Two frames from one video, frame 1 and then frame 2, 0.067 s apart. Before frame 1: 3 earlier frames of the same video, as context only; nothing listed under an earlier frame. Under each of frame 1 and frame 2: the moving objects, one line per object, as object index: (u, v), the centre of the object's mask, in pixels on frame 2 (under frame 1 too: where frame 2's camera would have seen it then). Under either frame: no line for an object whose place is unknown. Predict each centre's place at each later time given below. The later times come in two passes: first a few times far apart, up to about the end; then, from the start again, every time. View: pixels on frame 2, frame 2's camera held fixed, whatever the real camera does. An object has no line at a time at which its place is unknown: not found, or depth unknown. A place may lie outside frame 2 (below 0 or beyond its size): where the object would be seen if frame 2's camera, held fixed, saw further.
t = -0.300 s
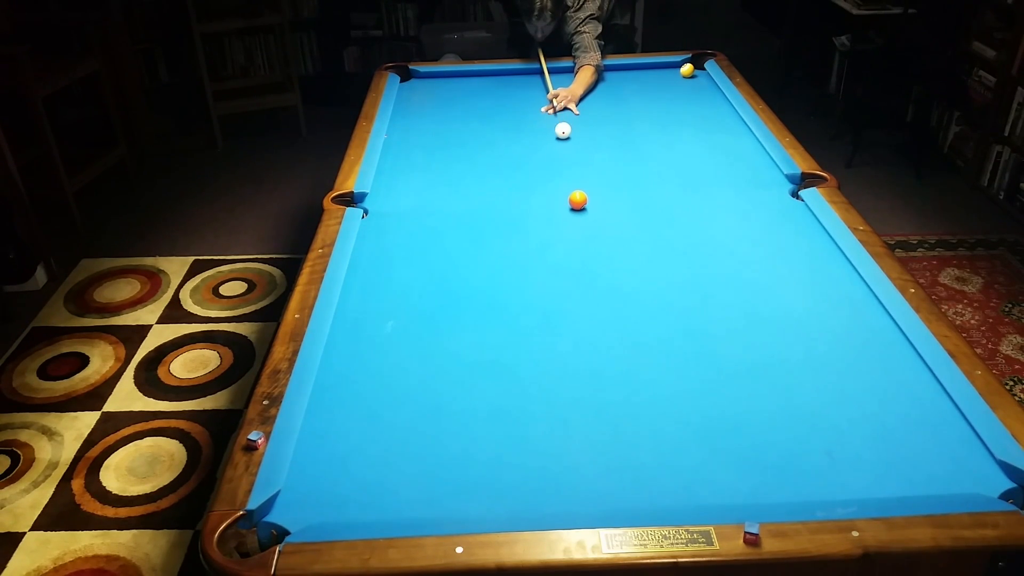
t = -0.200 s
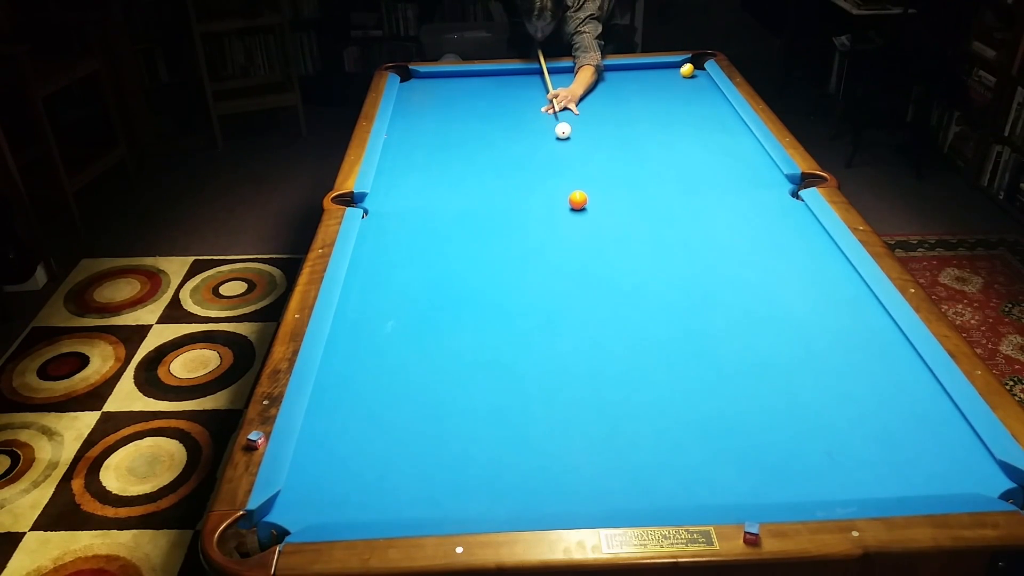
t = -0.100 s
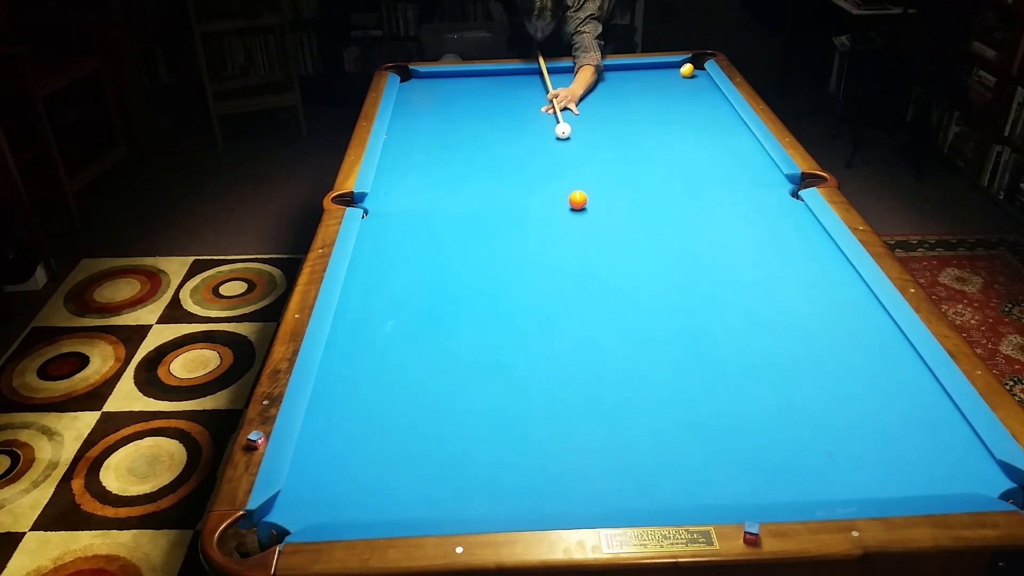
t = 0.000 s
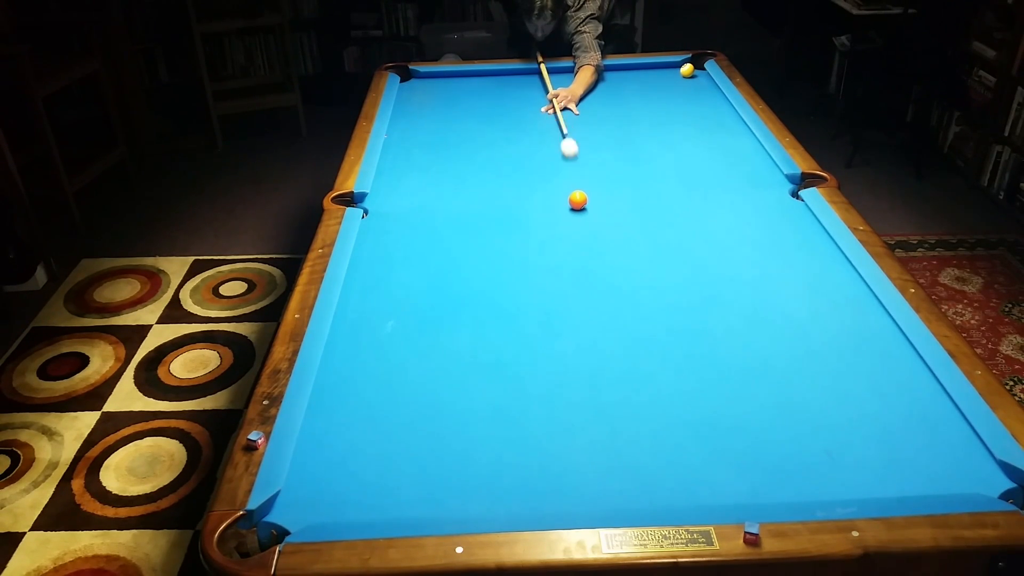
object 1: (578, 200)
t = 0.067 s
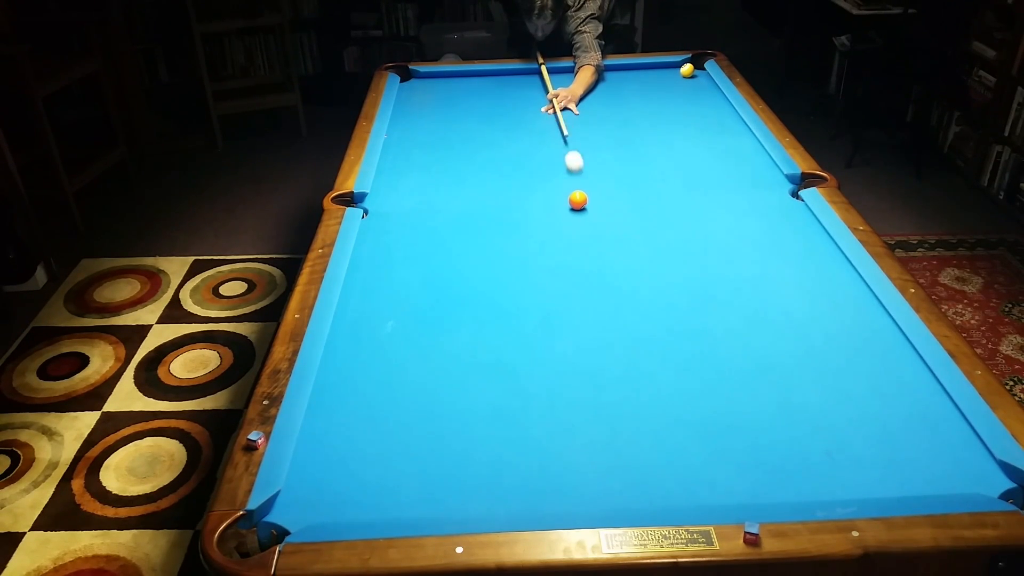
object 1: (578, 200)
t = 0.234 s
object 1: (572, 207)
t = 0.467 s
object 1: (537, 244)
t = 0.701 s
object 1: (501, 283)
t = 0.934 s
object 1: (459, 329)
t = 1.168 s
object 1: (410, 381)
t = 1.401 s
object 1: (352, 443)
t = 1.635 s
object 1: (283, 515)
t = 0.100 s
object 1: (578, 200)
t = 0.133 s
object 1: (578, 200)
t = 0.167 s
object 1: (578, 200)
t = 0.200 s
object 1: (577, 201)
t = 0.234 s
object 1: (572, 207)
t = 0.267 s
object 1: (566, 213)
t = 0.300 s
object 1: (561, 219)
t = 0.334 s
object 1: (556, 224)
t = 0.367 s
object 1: (552, 229)
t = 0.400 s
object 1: (547, 234)
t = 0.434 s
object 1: (542, 239)
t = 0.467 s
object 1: (537, 244)
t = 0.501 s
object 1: (533, 249)
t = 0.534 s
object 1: (528, 255)
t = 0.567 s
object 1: (522, 260)
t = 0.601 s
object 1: (517, 266)
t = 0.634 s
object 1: (512, 271)
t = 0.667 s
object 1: (507, 277)
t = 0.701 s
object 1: (501, 283)
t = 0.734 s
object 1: (496, 289)
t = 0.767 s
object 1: (490, 295)
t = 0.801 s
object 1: (484, 302)
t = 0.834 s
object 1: (478, 308)
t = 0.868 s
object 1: (472, 315)
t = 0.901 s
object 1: (465, 322)
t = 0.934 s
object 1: (459, 329)
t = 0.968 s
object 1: (453, 336)
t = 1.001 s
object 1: (446, 343)
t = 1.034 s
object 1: (439, 350)
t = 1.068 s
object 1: (433, 357)
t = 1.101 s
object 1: (425, 365)
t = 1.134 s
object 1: (418, 373)
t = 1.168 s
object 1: (410, 381)
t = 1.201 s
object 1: (402, 389)
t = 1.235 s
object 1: (395, 397)
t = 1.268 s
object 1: (387, 406)
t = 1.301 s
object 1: (378, 415)
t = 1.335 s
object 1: (369, 425)
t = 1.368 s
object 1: (361, 434)
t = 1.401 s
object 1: (352, 443)
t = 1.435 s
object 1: (343, 453)
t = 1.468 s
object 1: (334, 462)
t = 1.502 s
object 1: (324, 473)
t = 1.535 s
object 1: (314, 483)
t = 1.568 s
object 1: (304, 493)
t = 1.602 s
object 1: (294, 504)
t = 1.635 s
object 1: (283, 515)
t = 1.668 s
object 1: (273, 527)
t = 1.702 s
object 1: (264, 539)
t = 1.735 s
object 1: (255, 550)
